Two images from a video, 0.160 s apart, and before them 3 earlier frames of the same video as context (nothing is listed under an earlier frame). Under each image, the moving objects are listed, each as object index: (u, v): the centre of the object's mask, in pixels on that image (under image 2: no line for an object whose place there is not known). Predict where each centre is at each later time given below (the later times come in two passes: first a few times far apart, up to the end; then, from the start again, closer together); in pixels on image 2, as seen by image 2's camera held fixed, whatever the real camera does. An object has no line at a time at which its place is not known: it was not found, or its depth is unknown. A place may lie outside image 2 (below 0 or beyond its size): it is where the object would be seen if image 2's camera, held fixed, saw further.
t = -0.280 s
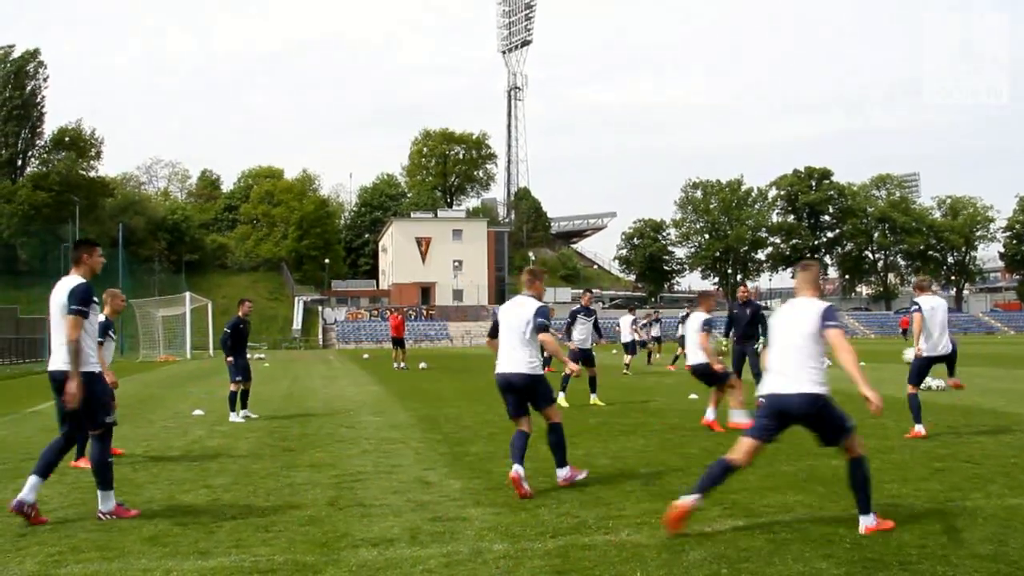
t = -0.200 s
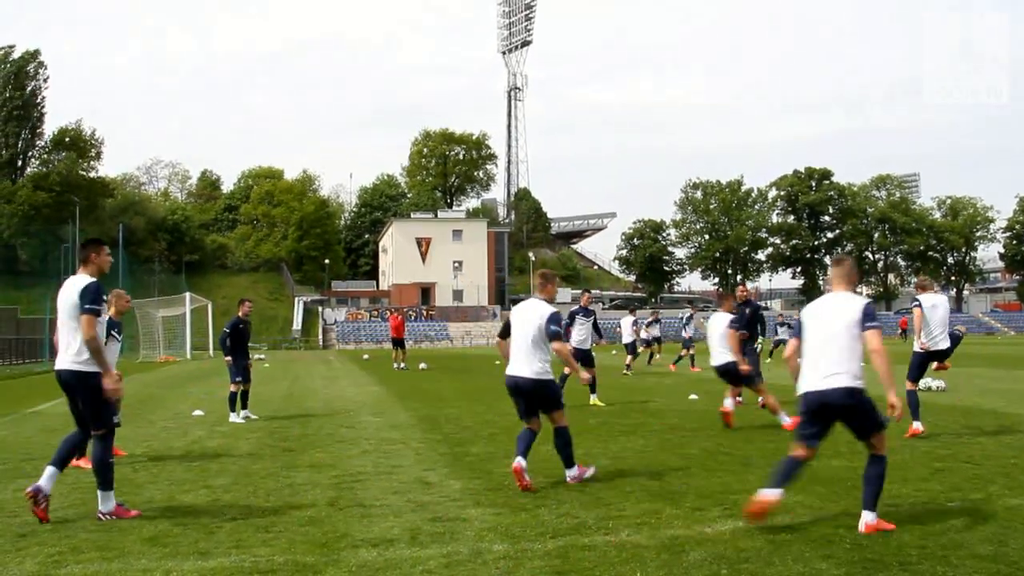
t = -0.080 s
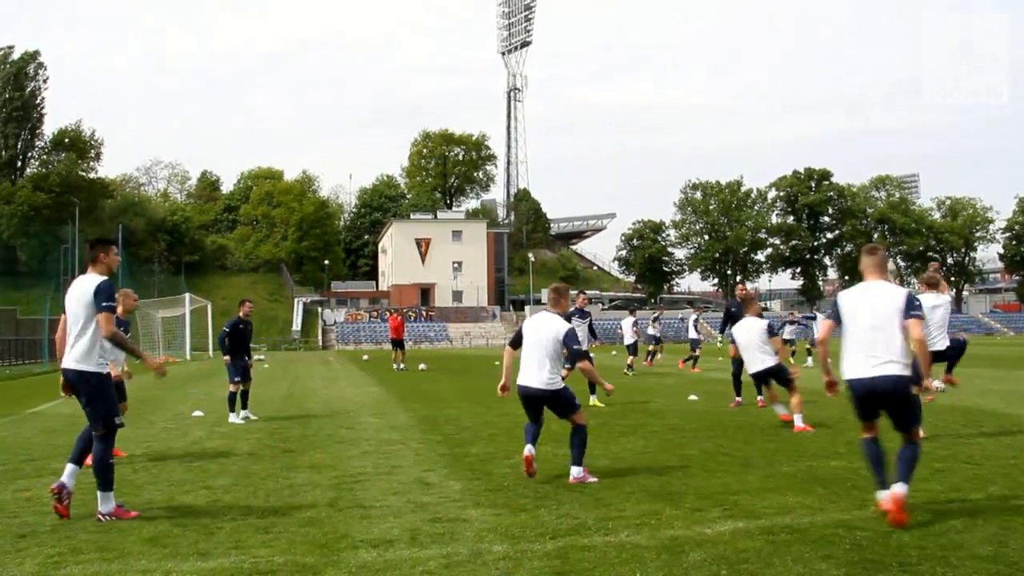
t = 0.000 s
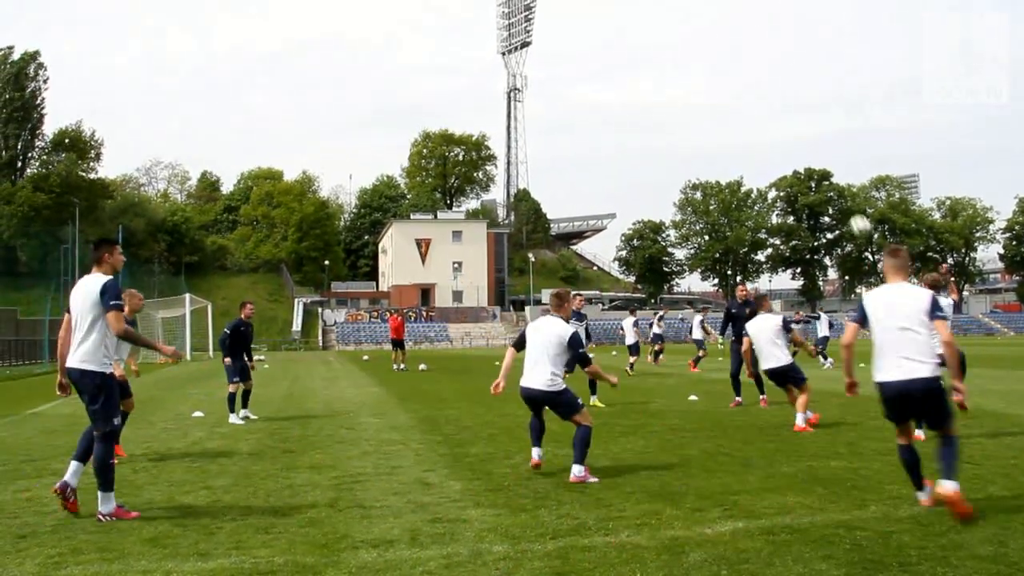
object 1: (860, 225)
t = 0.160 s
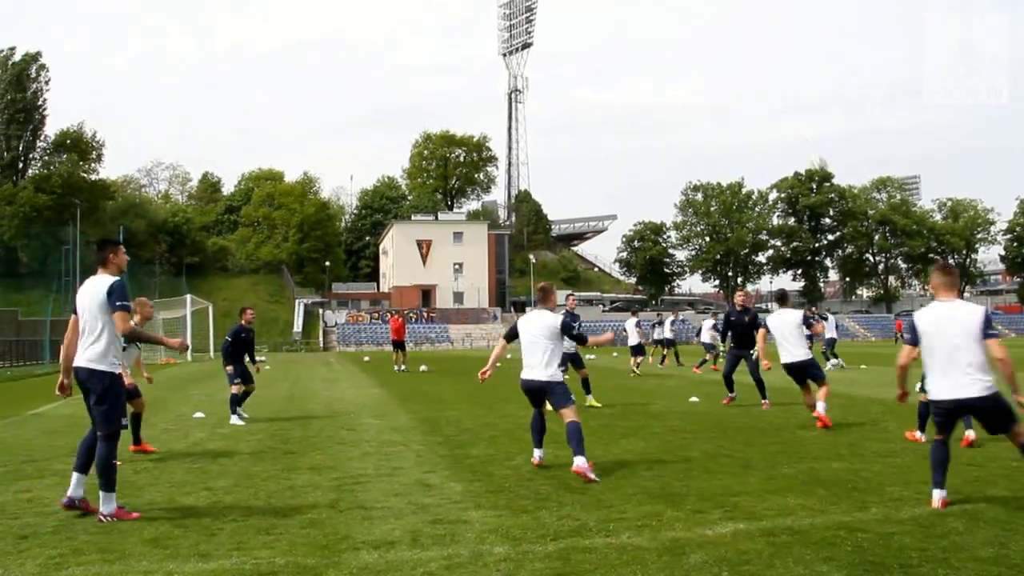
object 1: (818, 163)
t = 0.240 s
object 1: (798, 144)
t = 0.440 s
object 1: (754, 113)
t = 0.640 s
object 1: (715, 113)
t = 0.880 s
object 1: (677, 148)
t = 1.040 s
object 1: (653, 189)
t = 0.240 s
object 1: (798, 144)
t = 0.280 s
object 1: (789, 135)
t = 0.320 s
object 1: (780, 127)
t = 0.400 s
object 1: (763, 117)
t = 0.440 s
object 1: (754, 113)
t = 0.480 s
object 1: (745, 111)
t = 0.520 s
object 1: (738, 110)
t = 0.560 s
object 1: (729, 109)
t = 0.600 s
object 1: (722, 110)
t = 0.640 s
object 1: (715, 113)
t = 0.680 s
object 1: (708, 116)
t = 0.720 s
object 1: (702, 120)
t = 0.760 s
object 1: (695, 126)
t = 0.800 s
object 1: (689, 132)
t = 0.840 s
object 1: (682, 140)
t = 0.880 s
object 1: (677, 148)
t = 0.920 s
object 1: (671, 157)
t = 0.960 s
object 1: (664, 167)
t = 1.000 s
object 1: (660, 178)
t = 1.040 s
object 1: (653, 189)
